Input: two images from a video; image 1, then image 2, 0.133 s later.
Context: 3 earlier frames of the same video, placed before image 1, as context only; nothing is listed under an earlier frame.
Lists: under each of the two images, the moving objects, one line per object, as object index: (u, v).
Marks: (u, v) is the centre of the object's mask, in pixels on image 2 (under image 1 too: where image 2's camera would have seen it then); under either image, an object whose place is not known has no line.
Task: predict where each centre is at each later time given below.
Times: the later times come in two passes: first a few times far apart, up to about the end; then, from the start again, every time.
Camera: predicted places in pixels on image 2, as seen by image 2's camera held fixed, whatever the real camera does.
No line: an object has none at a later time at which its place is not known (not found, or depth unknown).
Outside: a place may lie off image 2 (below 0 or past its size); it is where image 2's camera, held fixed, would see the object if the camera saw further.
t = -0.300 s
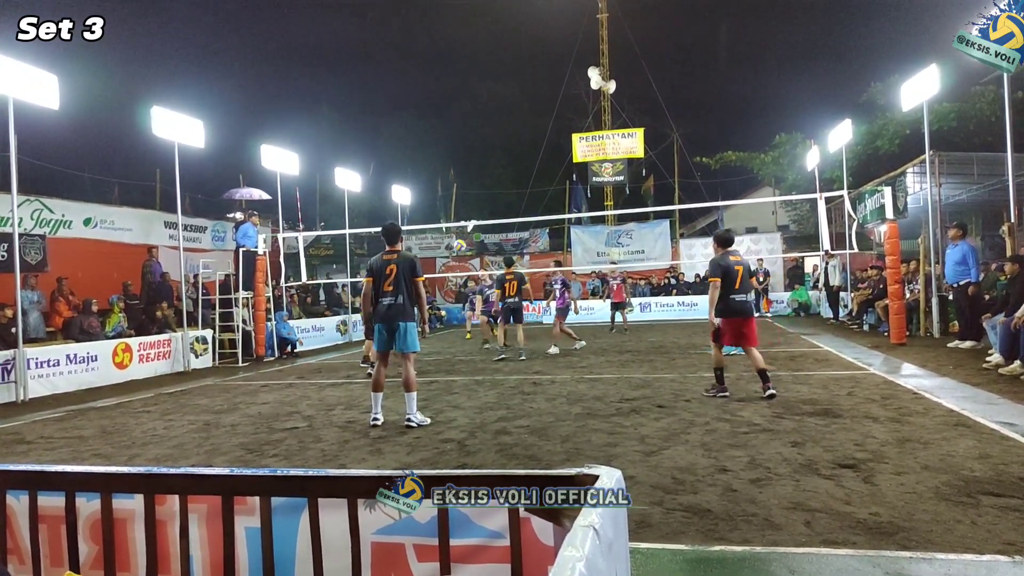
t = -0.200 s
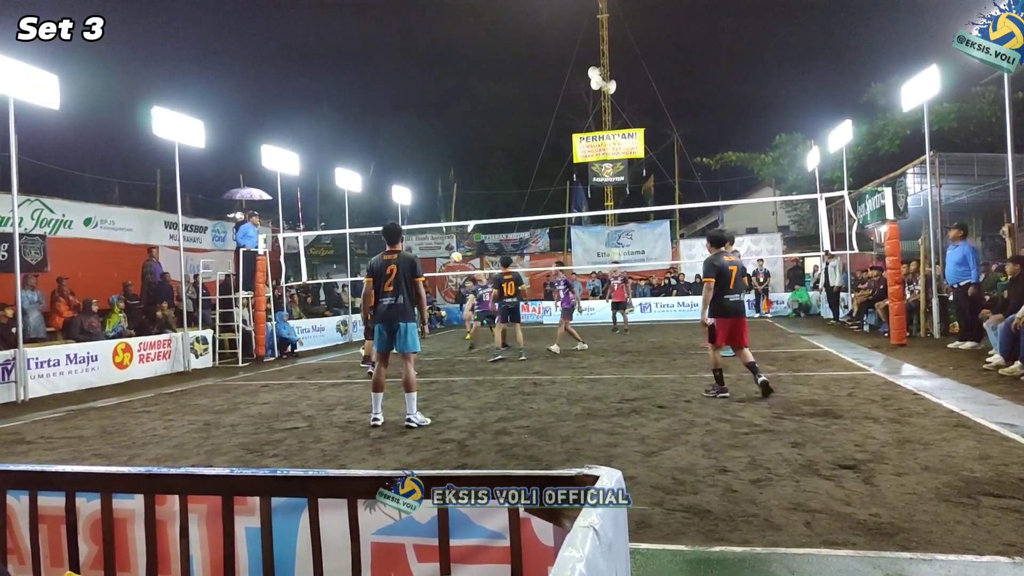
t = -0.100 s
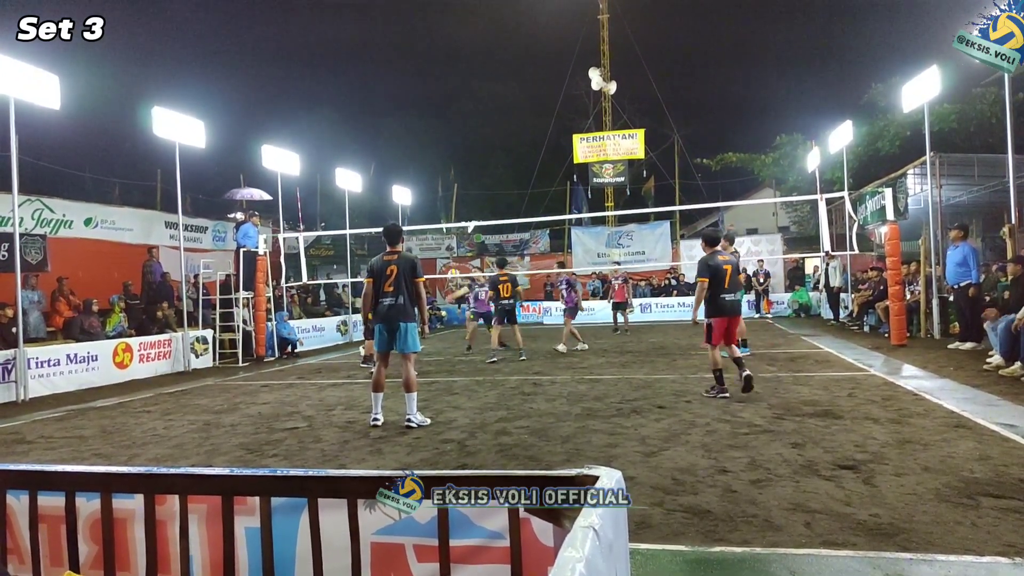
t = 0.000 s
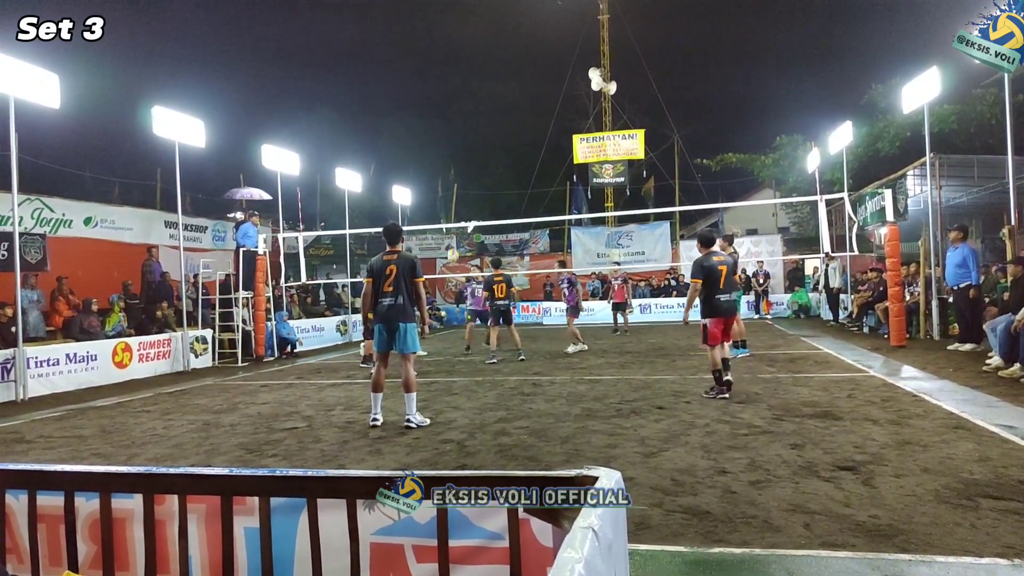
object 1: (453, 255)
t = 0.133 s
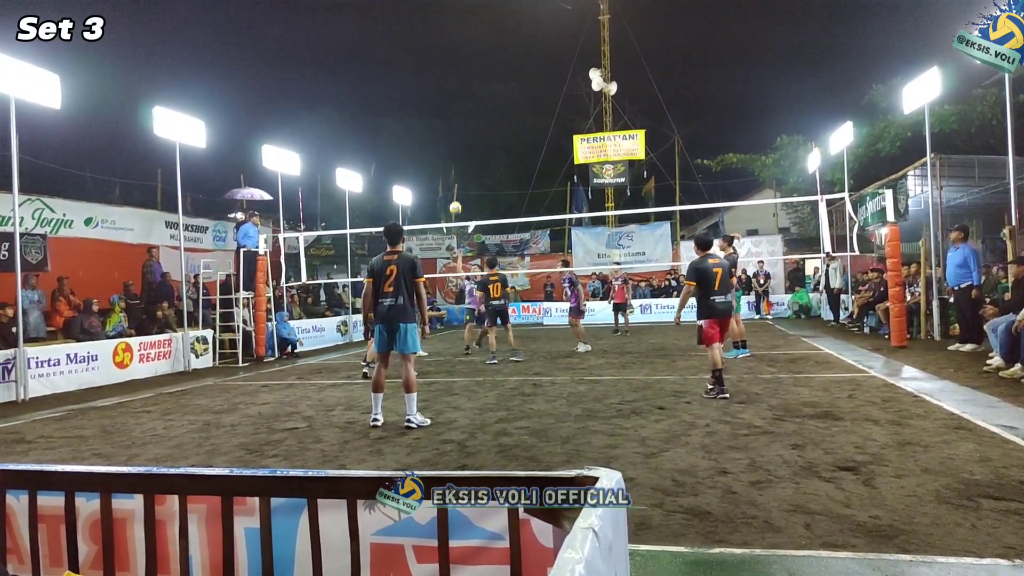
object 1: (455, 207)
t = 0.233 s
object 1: (457, 178)
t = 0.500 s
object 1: (463, 125)
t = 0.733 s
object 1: (469, 110)
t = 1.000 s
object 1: (477, 127)
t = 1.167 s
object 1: (484, 158)
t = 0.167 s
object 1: (456, 197)
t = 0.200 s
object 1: (457, 188)
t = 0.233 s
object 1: (457, 178)
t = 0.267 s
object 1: (458, 170)
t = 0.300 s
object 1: (459, 162)
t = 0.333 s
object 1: (459, 154)
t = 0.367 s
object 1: (460, 148)
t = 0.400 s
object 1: (461, 141)
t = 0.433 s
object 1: (461, 135)
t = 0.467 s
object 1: (462, 130)
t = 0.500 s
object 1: (463, 125)
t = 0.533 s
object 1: (464, 121)
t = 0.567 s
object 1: (464, 118)
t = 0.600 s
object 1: (465, 115)
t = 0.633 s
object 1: (466, 113)
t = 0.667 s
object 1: (467, 111)
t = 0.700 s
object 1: (468, 110)
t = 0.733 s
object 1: (469, 110)
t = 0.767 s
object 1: (470, 110)
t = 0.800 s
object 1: (471, 110)
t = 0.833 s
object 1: (472, 112)
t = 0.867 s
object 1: (473, 114)
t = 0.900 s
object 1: (474, 116)
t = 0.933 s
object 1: (475, 119)
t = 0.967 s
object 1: (476, 123)
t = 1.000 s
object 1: (477, 127)
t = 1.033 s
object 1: (479, 132)
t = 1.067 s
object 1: (480, 138)
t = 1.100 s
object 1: (481, 144)
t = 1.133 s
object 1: (482, 150)
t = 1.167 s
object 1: (484, 158)
